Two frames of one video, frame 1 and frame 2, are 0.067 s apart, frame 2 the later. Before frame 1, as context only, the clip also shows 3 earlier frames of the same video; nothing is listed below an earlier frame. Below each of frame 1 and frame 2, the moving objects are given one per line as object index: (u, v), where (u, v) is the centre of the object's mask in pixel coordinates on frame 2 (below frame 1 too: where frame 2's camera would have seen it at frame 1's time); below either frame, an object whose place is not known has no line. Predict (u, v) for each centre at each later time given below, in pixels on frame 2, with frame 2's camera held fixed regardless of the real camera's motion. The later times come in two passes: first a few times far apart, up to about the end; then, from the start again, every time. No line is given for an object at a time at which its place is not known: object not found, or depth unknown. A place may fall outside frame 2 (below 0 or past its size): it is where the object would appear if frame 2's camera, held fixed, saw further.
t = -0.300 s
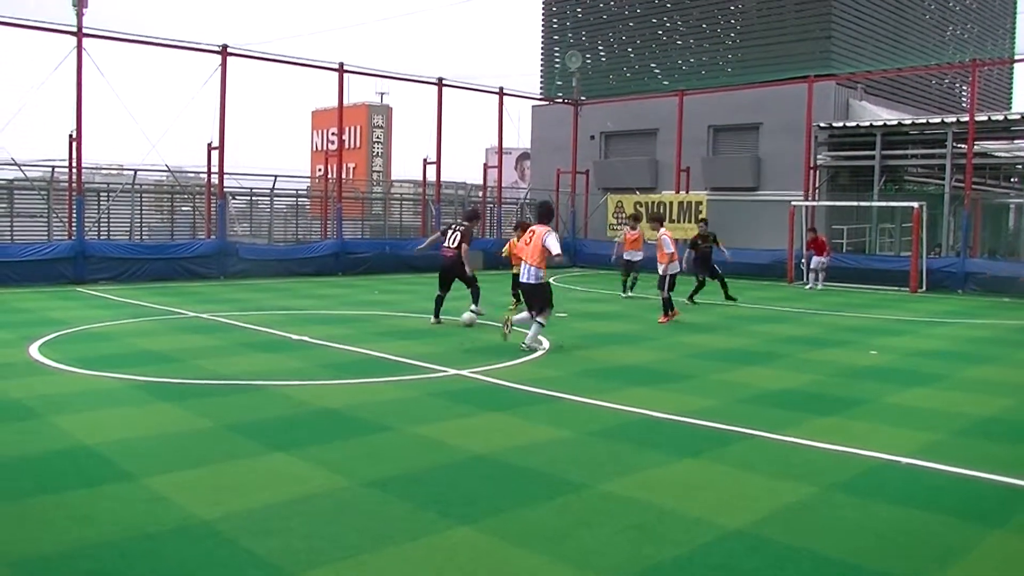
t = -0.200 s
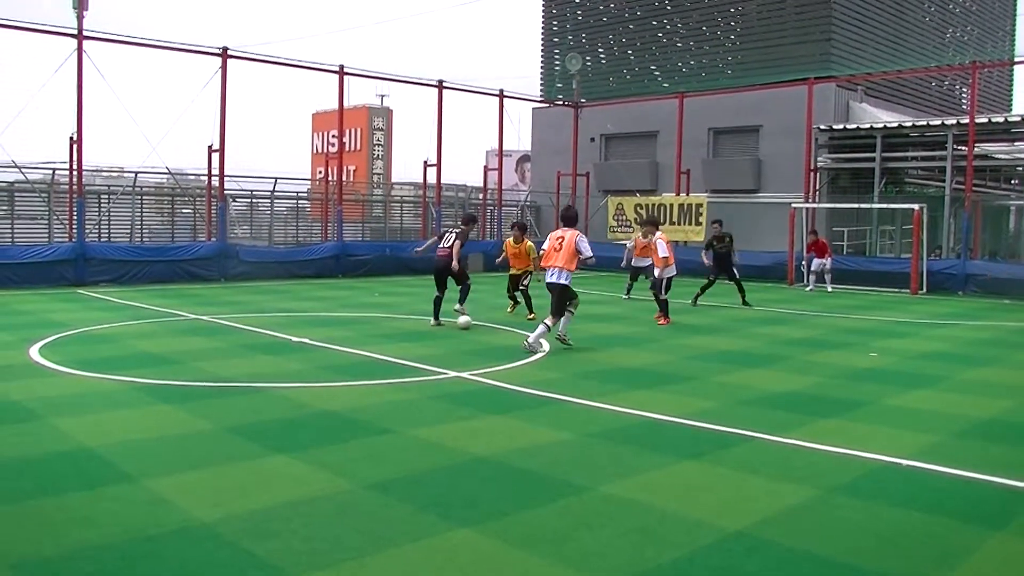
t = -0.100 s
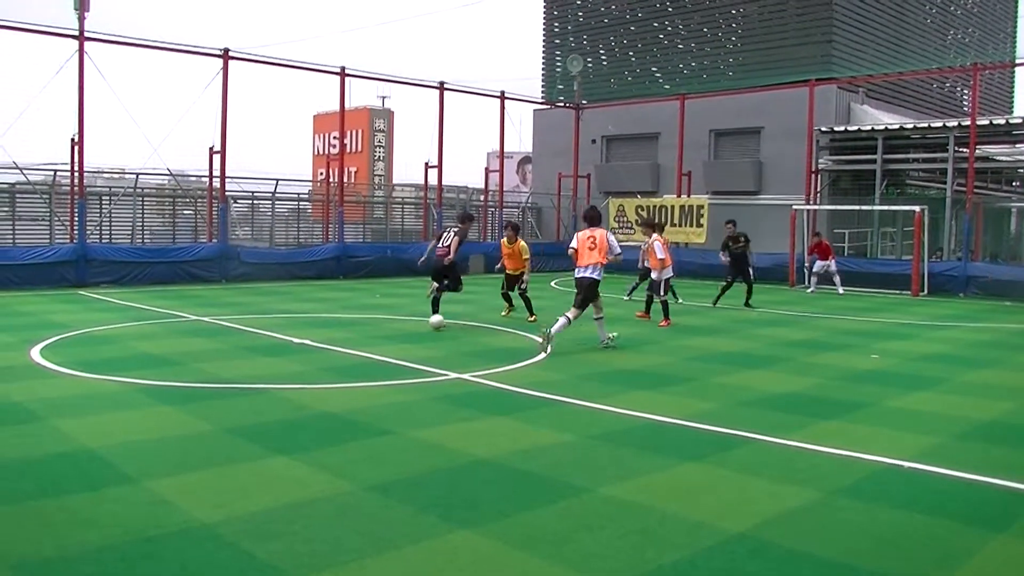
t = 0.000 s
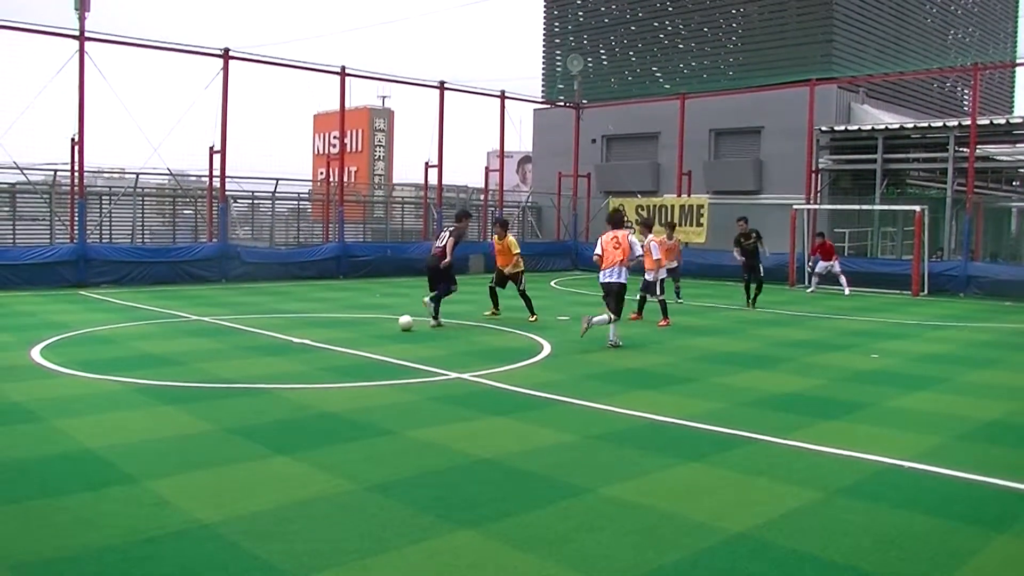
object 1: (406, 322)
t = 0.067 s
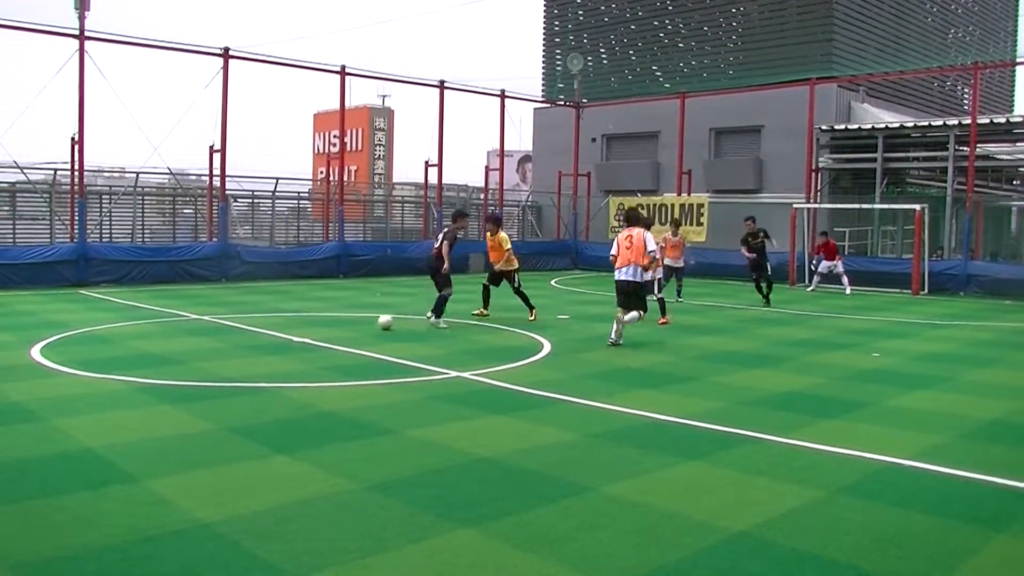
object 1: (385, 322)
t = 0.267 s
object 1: (323, 322)
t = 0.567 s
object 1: (231, 322)
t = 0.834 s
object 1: (147, 322)
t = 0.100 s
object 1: (375, 322)
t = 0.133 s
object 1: (365, 322)
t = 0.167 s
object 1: (354, 322)
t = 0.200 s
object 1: (344, 322)
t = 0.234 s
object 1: (333, 322)
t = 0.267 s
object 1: (323, 322)
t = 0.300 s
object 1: (313, 322)
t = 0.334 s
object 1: (303, 322)
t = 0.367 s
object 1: (292, 322)
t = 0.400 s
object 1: (282, 322)
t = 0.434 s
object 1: (271, 322)
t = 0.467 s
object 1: (262, 322)
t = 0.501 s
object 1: (251, 322)
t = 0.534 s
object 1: (241, 322)
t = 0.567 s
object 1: (231, 322)
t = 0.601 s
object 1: (221, 322)
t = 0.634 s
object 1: (210, 322)
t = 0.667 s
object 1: (200, 322)
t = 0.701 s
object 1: (190, 322)
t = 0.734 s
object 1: (178, 322)
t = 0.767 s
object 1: (168, 323)
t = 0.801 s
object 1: (157, 322)
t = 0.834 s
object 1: (147, 322)
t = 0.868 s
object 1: (137, 323)
